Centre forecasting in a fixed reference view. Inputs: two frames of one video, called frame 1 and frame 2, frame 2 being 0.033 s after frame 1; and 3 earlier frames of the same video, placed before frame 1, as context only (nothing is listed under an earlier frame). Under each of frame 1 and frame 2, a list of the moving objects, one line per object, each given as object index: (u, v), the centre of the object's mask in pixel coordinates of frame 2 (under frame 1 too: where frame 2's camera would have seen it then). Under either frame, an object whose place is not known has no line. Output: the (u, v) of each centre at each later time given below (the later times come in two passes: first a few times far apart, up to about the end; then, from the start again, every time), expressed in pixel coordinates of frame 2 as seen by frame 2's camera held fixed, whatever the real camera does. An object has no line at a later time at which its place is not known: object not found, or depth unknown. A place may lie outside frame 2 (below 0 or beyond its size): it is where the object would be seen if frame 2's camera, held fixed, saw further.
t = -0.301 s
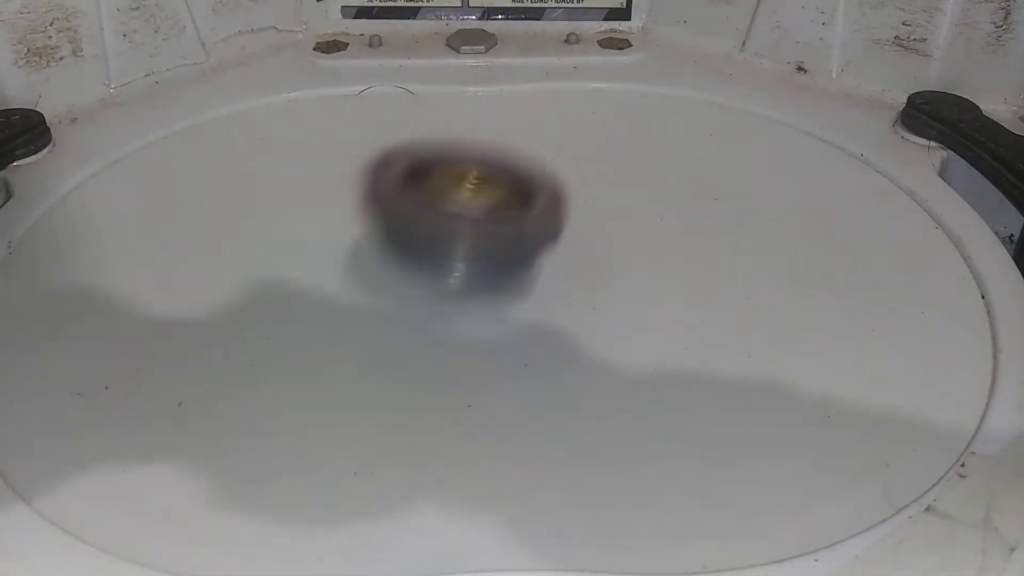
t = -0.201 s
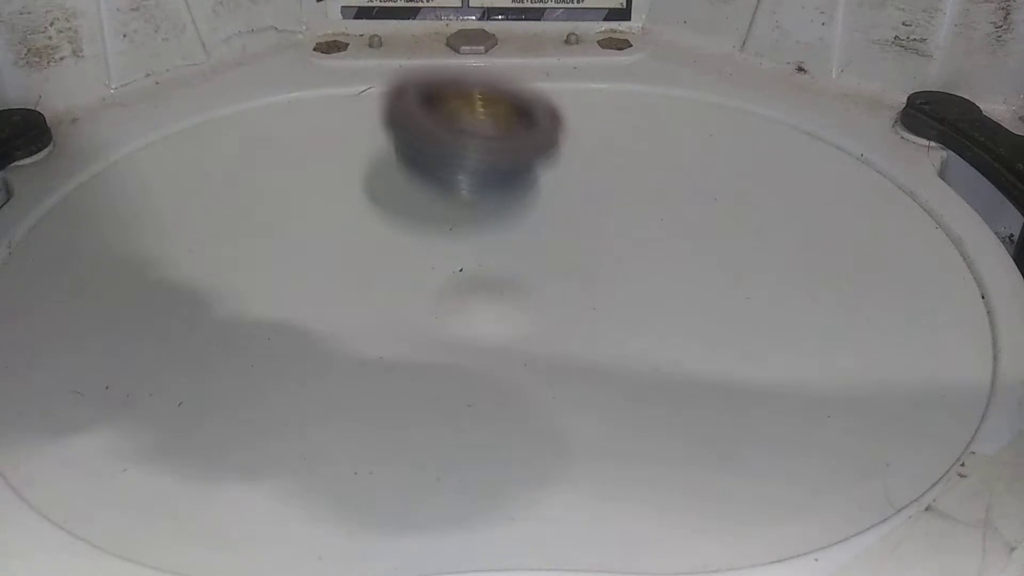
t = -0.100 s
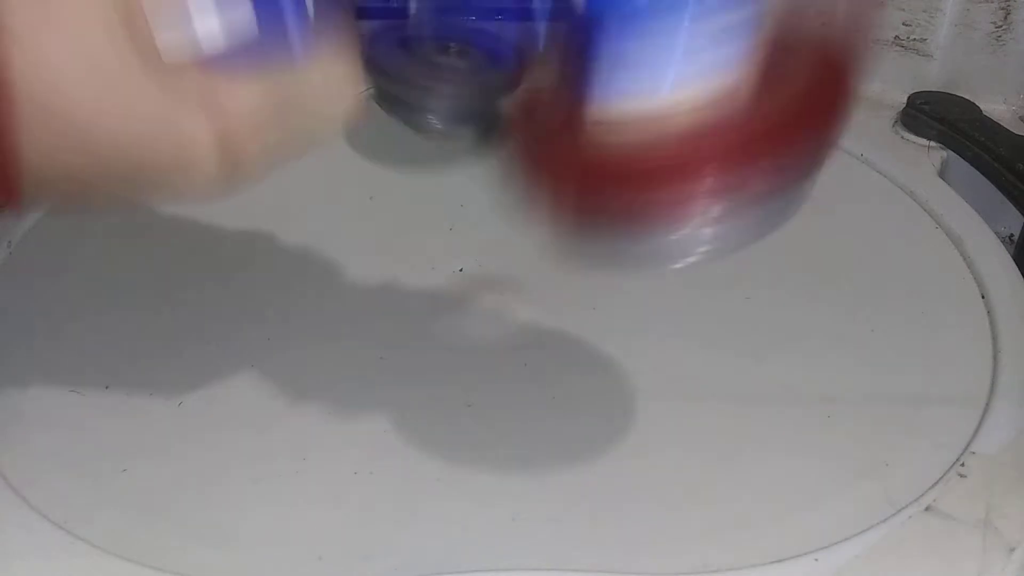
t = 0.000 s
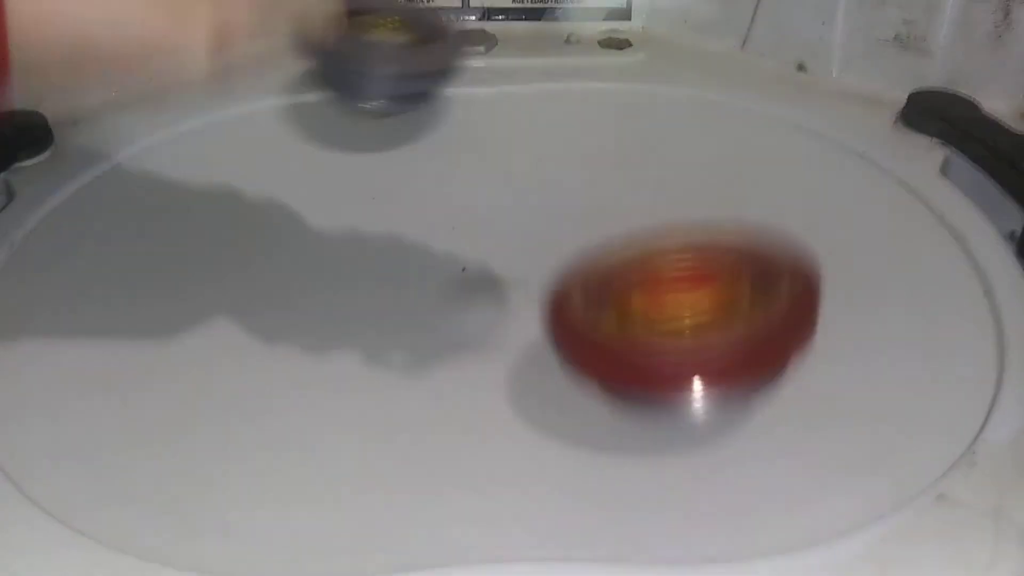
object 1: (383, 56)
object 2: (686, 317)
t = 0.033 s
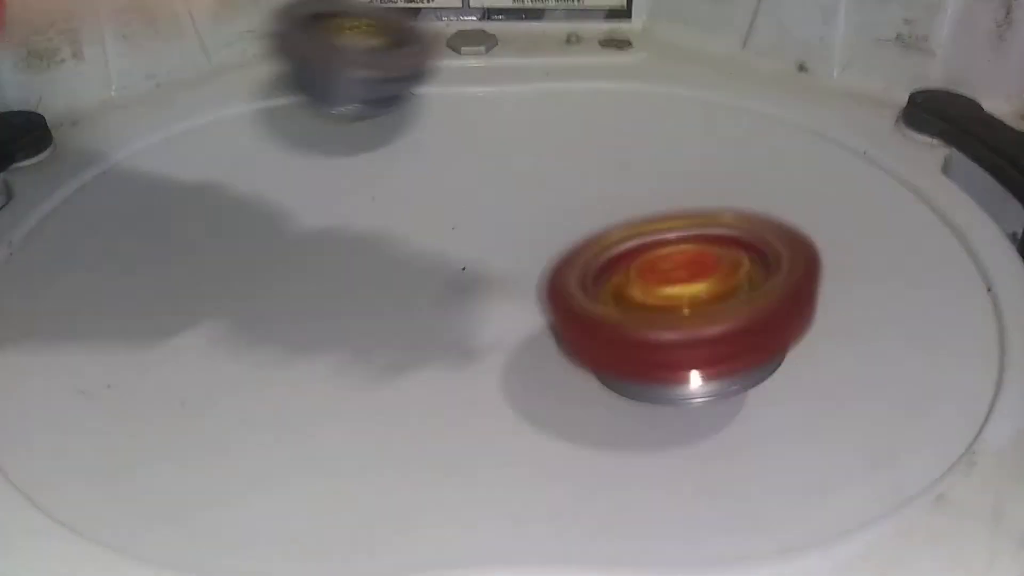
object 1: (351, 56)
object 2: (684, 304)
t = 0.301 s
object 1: (157, 171)
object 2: (639, 441)
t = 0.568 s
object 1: (389, 263)
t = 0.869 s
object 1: (593, 82)
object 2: (544, 332)
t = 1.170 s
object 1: (473, 38)
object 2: (343, 379)
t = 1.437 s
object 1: (328, 138)
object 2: (281, 391)
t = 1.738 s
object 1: (517, 221)
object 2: (256, 364)
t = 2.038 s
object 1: (721, 101)
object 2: (190, 331)
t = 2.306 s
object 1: (585, 75)
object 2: (150, 306)
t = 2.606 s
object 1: (580, 229)
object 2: (163, 273)
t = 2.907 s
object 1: (748, 201)
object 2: (229, 218)
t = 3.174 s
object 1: (705, 141)
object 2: (218, 173)
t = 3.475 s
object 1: (632, 205)
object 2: (257, 169)
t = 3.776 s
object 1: (662, 287)
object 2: (373, 130)
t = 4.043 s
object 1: (694, 282)
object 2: (318, 93)
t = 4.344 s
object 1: (605, 275)
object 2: (408, 168)
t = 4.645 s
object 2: (608, 147)
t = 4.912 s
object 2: (652, 88)
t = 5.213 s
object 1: (448, 266)
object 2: (589, 137)
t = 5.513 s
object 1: (308, 272)
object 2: (725, 183)
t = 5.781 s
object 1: (330, 314)
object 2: (791, 172)
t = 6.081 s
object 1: (421, 220)
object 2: (735, 181)
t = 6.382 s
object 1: (330, 188)
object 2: (665, 271)
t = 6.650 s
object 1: (356, 208)
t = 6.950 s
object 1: (453, 181)
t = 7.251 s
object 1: (450, 169)
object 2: (584, 300)
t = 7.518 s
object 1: (489, 169)
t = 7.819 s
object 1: (580, 178)
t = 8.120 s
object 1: (604, 166)
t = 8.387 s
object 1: (594, 185)
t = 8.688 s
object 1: (611, 221)
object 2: (311, 246)
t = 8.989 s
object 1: (611, 243)
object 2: (344, 198)
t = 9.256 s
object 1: (581, 257)
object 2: (360, 165)
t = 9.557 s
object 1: (562, 270)
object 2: (387, 151)
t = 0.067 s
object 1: (319, 65)
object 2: (680, 318)
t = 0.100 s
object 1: (286, 73)
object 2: (667, 325)
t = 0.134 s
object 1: (252, 84)
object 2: (652, 335)
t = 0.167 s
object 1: (223, 97)
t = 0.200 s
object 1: (198, 112)
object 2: (620, 366)
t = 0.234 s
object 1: (179, 130)
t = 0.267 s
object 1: (164, 151)
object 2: (616, 413)
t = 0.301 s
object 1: (157, 171)
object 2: (639, 441)
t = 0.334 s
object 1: (156, 192)
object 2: (688, 455)
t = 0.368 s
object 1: (165, 212)
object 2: (736, 453)
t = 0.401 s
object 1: (182, 232)
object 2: (795, 449)
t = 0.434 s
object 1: (208, 247)
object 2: (851, 445)
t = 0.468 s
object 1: (245, 258)
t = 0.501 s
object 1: (287, 264)
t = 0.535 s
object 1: (337, 267)
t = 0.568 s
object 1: (389, 263)
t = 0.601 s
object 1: (436, 256)
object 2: (881, 381)
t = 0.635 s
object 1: (480, 239)
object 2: (862, 362)
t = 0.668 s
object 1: (517, 226)
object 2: (826, 341)
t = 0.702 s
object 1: (554, 221)
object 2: (784, 323)
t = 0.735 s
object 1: (584, 200)
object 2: (736, 309)
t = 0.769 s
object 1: (599, 172)
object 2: (691, 314)
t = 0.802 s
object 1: (604, 139)
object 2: (642, 317)
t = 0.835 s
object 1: (601, 110)
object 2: (594, 320)
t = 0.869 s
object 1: (593, 82)
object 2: (544, 332)
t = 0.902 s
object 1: (580, 58)
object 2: (501, 342)
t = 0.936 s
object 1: (567, 43)
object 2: (466, 352)
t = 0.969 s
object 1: (552, 37)
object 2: (437, 360)
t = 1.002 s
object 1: (538, 35)
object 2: (416, 366)
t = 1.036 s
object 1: (526, 31)
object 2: (399, 369)
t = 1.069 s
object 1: (513, 31)
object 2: (384, 372)
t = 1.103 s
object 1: (499, 34)
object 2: (370, 374)
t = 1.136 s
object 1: (486, 36)
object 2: (356, 377)
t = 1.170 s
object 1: (473, 38)
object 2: (343, 379)
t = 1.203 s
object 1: (460, 39)
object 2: (331, 382)
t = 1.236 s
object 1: (445, 42)
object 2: (319, 384)
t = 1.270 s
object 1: (429, 50)
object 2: (308, 386)
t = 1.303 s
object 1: (408, 65)
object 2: (300, 388)
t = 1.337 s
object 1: (386, 84)
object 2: (293, 390)
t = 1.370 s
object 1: (364, 102)
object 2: (287, 391)
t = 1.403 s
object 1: (345, 121)
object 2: (283, 391)
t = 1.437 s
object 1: (328, 138)
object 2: (281, 391)
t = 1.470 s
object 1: (317, 154)
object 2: (278, 389)
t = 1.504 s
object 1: (315, 170)
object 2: (276, 388)
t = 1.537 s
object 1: (320, 186)
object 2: (274, 385)
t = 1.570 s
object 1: (336, 199)
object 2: (272, 383)
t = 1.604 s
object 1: (363, 210)
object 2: (270, 380)
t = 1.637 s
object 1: (398, 221)
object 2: (268, 377)
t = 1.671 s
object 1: (437, 225)
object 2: (264, 372)
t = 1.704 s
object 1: (476, 221)
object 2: (260, 368)
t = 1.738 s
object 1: (517, 221)
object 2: (256, 364)
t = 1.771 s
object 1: (563, 220)
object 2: (250, 359)
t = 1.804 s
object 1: (610, 210)
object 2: (244, 354)
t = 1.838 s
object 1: (646, 197)
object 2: (237, 350)
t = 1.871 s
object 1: (675, 182)
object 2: (228, 346)
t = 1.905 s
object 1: (696, 167)
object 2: (219, 342)
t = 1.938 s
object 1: (711, 150)
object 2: (211, 340)
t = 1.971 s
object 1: (720, 132)
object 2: (202, 337)
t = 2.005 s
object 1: (723, 116)
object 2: (195, 334)
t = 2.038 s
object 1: (721, 101)
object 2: (190, 331)
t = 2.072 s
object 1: (713, 87)
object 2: (185, 328)
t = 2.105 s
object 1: (703, 76)
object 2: (180, 324)
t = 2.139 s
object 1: (688, 67)
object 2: (174, 321)
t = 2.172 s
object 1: (670, 62)
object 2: (169, 318)
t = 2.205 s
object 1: (649, 60)
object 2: (164, 315)
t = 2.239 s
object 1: (628, 62)
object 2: (160, 312)
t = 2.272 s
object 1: (606, 66)
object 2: (155, 309)
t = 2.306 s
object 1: (585, 75)
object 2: (150, 306)
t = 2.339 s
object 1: (566, 87)
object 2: (147, 302)
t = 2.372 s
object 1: (551, 102)
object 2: (145, 299)
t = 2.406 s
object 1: (540, 119)
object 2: (144, 294)
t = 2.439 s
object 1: (533, 139)
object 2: (144, 290)
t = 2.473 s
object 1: (531, 159)
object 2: (146, 286)
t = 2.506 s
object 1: (534, 180)
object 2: (149, 283)
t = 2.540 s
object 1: (543, 198)
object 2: (152, 280)
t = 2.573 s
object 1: (559, 215)
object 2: (157, 276)
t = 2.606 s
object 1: (580, 229)
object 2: (163, 273)
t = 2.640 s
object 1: (604, 238)
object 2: (170, 270)
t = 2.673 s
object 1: (632, 244)
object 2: (177, 265)
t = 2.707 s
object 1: (658, 246)
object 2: (184, 259)
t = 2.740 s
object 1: (681, 243)
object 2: (193, 253)
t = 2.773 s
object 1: (701, 238)
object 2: (202, 247)
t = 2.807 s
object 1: (718, 231)
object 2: (210, 241)
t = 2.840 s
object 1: (731, 222)
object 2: (217, 234)
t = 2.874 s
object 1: (742, 212)
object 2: (224, 226)
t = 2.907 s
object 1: (748, 201)
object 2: (229, 218)
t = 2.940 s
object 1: (751, 190)
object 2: (232, 211)
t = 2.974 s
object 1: (750, 179)
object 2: (233, 203)
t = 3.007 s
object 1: (746, 169)
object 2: (231, 197)
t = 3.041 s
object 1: (740, 160)
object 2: (228, 190)
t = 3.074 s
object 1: (734, 153)
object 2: (227, 189)
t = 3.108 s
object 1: (725, 147)
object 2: (221, 179)
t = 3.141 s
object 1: (715, 143)
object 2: (219, 175)
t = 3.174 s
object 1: (705, 141)
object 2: (218, 173)
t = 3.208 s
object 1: (695, 141)
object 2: (215, 169)
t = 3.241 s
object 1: (685, 143)
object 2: (214, 166)
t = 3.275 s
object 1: (675, 147)
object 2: (214, 165)
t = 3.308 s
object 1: (666, 153)
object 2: (215, 164)
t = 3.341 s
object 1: (657, 161)
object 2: (218, 164)
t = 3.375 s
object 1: (648, 171)
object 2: (223, 165)
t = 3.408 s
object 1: (642, 181)
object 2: (232, 167)
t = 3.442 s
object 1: (636, 193)
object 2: (243, 168)
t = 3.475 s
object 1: (632, 205)
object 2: (257, 169)
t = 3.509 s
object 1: (630, 218)
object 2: (273, 170)
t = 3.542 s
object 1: (630, 230)
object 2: (290, 168)
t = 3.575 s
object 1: (631, 241)
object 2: (308, 167)
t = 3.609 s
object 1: (633, 252)
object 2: (323, 164)
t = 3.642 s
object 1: (636, 261)
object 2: (337, 161)
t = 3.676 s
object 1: (641, 270)
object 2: (350, 155)
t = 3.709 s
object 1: (646, 277)
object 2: (362, 148)
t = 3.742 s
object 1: (654, 283)
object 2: (369, 136)
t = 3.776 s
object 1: (662, 287)
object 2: (373, 130)
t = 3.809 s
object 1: (669, 289)
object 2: (373, 119)
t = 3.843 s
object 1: (676, 290)
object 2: (371, 115)
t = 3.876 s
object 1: (683, 290)
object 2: (364, 107)
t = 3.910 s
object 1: (688, 289)
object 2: (356, 100)
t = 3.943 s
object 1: (692, 289)
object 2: (345, 92)
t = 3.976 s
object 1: (694, 287)
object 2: (336, 90)
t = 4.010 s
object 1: (695, 285)
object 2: (327, 91)
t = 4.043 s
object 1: (694, 282)
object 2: (318, 93)
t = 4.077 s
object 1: (690, 279)
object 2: (310, 98)
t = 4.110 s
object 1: (686, 277)
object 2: (304, 107)
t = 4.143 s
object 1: (679, 275)
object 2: (303, 116)
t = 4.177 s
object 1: (670, 274)
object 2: (309, 128)
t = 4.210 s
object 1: (659, 273)
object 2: (320, 138)
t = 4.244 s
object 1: (647, 272)
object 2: (335, 149)
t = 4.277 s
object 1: (634, 273)
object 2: (357, 158)
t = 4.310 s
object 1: (619, 273)
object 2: (382, 165)
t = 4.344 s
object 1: (605, 275)
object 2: (408, 168)
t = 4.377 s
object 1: (590, 277)
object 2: (434, 168)
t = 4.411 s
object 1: (576, 280)
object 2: (458, 164)
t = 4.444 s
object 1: (564, 284)
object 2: (480, 158)
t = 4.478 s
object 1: (552, 288)
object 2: (502, 155)
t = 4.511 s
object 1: (543, 293)
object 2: (524, 154)
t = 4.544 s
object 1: (536, 297)
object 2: (545, 154)
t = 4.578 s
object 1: (531, 301)
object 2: (566, 154)
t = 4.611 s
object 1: (526, 304)
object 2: (588, 152)
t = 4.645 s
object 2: (608, 147)
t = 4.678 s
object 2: (624, 138)
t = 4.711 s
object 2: (638, 128)
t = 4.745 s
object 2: (649, 119)
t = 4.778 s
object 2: (658, 110)
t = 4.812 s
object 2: (661, 102)
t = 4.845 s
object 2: (661, 95)
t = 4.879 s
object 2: (658, 91)
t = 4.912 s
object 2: (652, 88)
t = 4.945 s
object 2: (643, 86)
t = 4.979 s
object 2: (632, 85)
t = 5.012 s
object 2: (622, 86)
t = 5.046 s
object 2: (610, 89)
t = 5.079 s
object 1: (492, 282)
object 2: (600, 94)
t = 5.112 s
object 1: (485, 278)
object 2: (593, 103)
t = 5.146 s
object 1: (474, 275)
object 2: (588, 115)
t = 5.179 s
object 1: (461, 270)
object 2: (587, 127)
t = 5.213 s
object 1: (448, 266)
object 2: (589, 137)
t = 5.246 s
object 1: (436, 262)
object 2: (595, 149)
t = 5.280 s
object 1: (424, 259)
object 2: (603, 159)
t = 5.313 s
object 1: (410, 258)
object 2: (615, 169)
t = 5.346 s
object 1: (394, 258)
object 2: (630, 175)
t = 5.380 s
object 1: (377, 259)
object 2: (650, 180)
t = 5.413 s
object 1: (359, 260)
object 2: (671, 182)
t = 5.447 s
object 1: (340, 263)
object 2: (691, 182)
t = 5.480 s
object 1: (324, 267)
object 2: (709, 183)
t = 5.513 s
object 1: (308, 272)
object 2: (725, 183)
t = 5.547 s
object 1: (295, 279)
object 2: (739, 182)
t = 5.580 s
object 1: (285, 286)
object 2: (751, 182)
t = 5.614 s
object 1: (280, 293)
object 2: (762, 181)
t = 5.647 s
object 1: (281, 301)
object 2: (771, 180)
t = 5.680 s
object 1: (287, 307)
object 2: (779, 178)
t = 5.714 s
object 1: (297, 313)
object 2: (784, 176)
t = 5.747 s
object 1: (313, 314)
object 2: (788, 174)
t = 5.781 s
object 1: (330, 314)
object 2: (791, 172)
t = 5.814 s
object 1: (350, 309)
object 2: (794, 170)
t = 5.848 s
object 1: (368, 301)
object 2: (794, 168)
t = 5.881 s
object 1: (384, 290)
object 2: (792, 166)
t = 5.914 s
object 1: (398, 278)
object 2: (786, 165)
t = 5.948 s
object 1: (408, 265)
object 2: (779, 165)
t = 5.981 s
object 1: (415, 251)
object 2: (770, 166)
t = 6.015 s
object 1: (419, 240)
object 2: (758, 170)
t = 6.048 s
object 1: (421, 229)
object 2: (747, 175)
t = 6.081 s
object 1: (421, 220)
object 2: (735, 181)
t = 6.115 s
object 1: (418, 213)
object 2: (725, 189)
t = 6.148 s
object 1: (411, 207)
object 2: (714, 197)
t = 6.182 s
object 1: (400, 201)
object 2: (704, 206)
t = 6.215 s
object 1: (387, 195)
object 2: (694, 215)
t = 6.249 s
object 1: (374, 191)
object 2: (685, 226)
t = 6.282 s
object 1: (361, 189)
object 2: (677, 237)
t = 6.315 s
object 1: (348, 188)
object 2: (671, 249)
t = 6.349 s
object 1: (338, 188)
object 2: (667, 260)
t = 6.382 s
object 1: (330, 188)
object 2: (665, 271)
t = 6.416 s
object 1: (325, 190)
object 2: (665, 281)
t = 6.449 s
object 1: (322, 192)
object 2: (666, 290)
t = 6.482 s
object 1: (321, 194)
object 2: (669, 300)
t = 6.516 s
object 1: (323, 197)
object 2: (674, 309)
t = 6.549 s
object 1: (327, 200)
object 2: (681, 316)
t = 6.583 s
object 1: (334, 203)
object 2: (690, 323)
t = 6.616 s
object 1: (344, 206)
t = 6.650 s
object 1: (356, 208)
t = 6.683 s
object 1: (371, 209)
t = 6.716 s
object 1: (388, 208)
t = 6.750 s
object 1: (403, 206)
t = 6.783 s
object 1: (418, 203)
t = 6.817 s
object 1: (431, 199)
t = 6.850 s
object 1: (441, 194)
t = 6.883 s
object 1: (449, 189)
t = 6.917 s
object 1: (452, 184)
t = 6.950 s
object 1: (453, 181)
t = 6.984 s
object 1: (451, 177)
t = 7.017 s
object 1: (448, 174)
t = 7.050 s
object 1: (446, 171)
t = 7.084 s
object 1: (444, 170)
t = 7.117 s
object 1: (443, 169)
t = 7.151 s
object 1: (443, 168)
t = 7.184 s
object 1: (444, 168)
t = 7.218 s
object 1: (447, 169)
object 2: (605, 301)
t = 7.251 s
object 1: (450, 169)
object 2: (584, 300)
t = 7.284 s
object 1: (453, 169)
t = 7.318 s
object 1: (456, 169)
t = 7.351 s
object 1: (460, 168)
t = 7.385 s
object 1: (464, 169)
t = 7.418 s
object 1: (470, 169)
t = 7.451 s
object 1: (475, 169)
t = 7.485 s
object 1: (482, 169)
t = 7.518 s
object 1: (489, 169)
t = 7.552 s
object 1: (498, 171)
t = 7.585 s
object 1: (507, 172)
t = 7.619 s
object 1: (518, 173)
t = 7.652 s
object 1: (529, 177)
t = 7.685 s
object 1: (540, 179)
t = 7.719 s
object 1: (550, 181)
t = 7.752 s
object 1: (560, 181)
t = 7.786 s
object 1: (571, 180)
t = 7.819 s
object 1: (580, 178)
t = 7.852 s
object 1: (587, 176)
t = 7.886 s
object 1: (594, 174)
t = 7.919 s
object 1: (598, 171)
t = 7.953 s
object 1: (601, 169)
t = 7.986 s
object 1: (603, 167)
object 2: (296, 307)
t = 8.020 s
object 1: (605, 167)
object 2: (289, 308)
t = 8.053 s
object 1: (605, 166)
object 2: (283, 308)
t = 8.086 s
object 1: (605, 166)
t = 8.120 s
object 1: (604, 166)
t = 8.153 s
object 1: (603, 167)
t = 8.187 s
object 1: (602, 169)
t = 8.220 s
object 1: (600, 171)
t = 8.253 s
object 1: (598, 174)
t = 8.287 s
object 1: (596, 176)
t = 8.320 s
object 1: (595, 179)
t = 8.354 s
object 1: (594, 182)
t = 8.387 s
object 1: (594, 185)
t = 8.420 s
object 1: (595, 189)
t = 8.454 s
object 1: (597, 193)
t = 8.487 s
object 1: (599, 197)
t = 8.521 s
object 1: (601, 201)
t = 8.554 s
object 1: (603, 205)
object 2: (293, 268)
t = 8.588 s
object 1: (605, 209)
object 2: (297, 262)
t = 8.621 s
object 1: (607, 213)
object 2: (301, 257)
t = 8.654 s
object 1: (609, 217)
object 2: (306, 251)
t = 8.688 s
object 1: (611, 221)
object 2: (311, 246)
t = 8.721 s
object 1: (612, 225)
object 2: (316, 240)
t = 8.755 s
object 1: (614, 228)
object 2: (320, 235)
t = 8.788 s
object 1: (615, 231)
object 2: (323, 229)
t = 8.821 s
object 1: (616, 234)
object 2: (326, 224)
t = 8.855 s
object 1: (616, 236)
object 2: (330, 218)
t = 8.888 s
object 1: (616, 238)
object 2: (334, 213)
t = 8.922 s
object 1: (615, 240)
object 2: (338, 208)
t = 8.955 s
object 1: (613, 241)
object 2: (341, 204)
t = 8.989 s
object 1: (611, 243)
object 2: (344, 198)
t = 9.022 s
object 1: (609, 244)
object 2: (346, 193)
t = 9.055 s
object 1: (605, 245)
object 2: (349, 186)
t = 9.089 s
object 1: (601, 247)
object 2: (353, 185)
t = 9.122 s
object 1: (597, 248)
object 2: (355, 178)
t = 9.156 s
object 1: (592, 250)
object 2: (357, 176)
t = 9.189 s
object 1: (588, 252)
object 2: (358, 170)
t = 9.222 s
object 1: (584, 254)
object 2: (359, 169)
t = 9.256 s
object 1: (581, 257)
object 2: (360, 165)
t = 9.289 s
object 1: (577, 259)
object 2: (361, 163)
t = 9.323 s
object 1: (576, 261)
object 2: (363, 161)
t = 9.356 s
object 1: (574, 263)
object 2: (365, 158)
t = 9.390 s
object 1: (573, 265)
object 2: (368, 156)
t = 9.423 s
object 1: (571, 267)
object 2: (371, 155)
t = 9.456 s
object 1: (569, 268)
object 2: (375, 154)
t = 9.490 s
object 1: (567, 269)
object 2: (379, 153)
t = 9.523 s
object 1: (565, 270)
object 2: (383, 151)
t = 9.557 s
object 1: (562, 270)
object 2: (387, 151)
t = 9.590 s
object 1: (558, 270)
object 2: (392, 151)
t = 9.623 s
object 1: (553, 269)
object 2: (396, 151)
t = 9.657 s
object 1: (549, 269)
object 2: (401, 151)
